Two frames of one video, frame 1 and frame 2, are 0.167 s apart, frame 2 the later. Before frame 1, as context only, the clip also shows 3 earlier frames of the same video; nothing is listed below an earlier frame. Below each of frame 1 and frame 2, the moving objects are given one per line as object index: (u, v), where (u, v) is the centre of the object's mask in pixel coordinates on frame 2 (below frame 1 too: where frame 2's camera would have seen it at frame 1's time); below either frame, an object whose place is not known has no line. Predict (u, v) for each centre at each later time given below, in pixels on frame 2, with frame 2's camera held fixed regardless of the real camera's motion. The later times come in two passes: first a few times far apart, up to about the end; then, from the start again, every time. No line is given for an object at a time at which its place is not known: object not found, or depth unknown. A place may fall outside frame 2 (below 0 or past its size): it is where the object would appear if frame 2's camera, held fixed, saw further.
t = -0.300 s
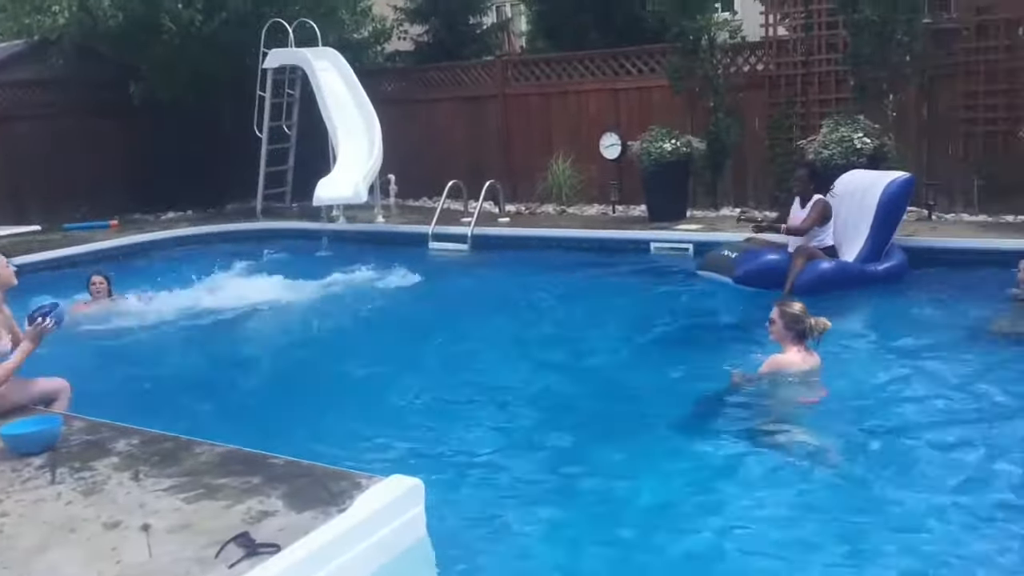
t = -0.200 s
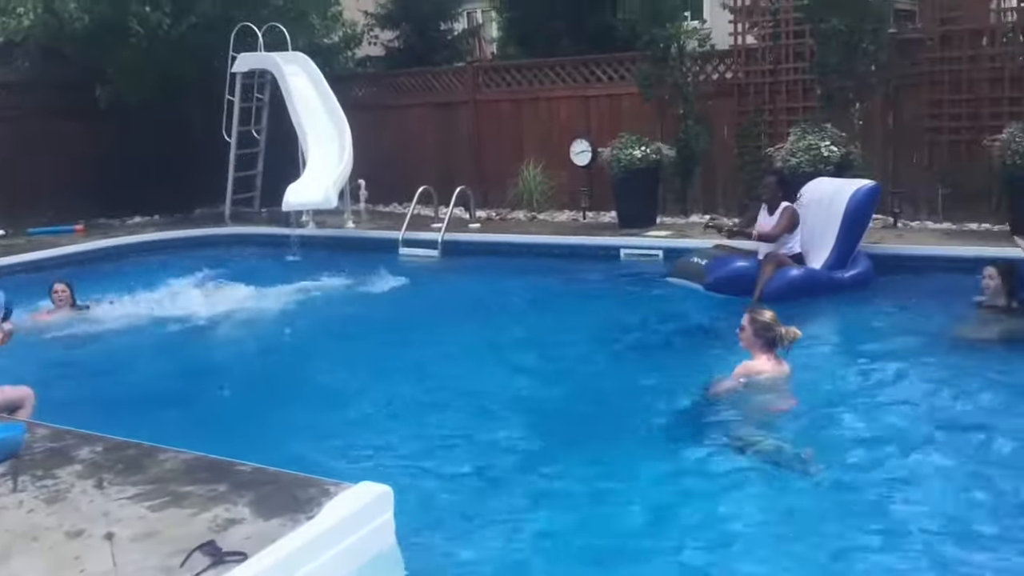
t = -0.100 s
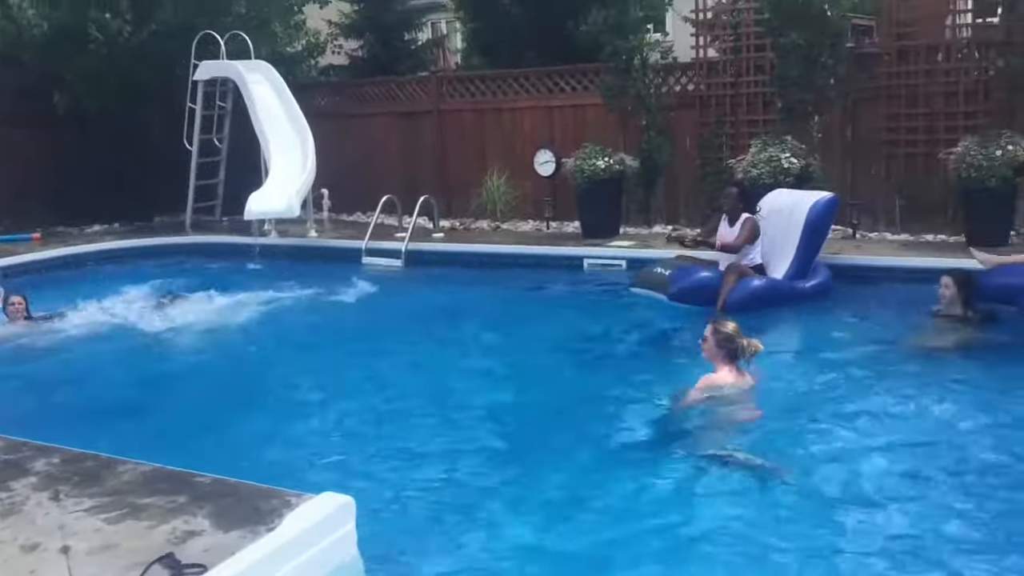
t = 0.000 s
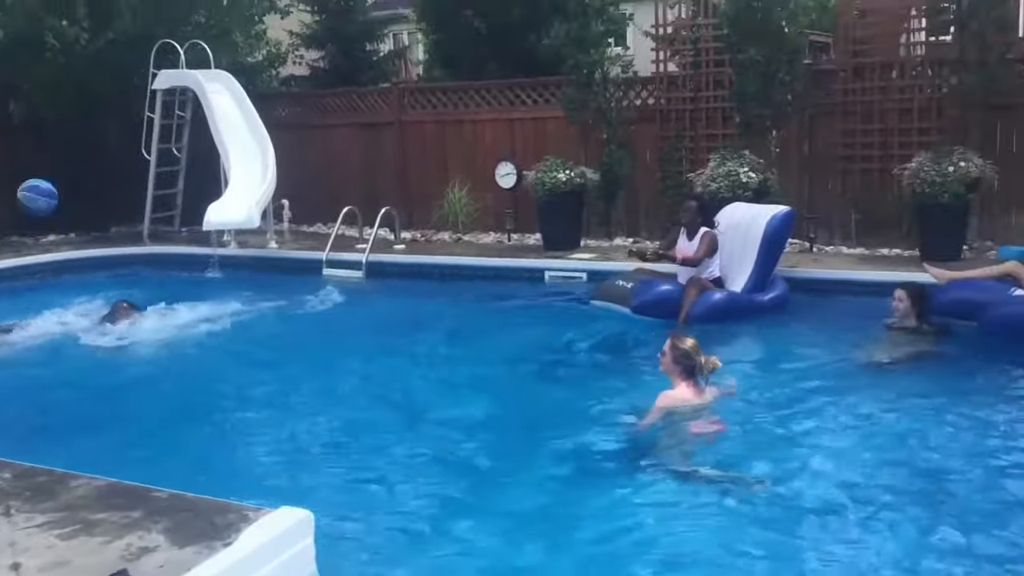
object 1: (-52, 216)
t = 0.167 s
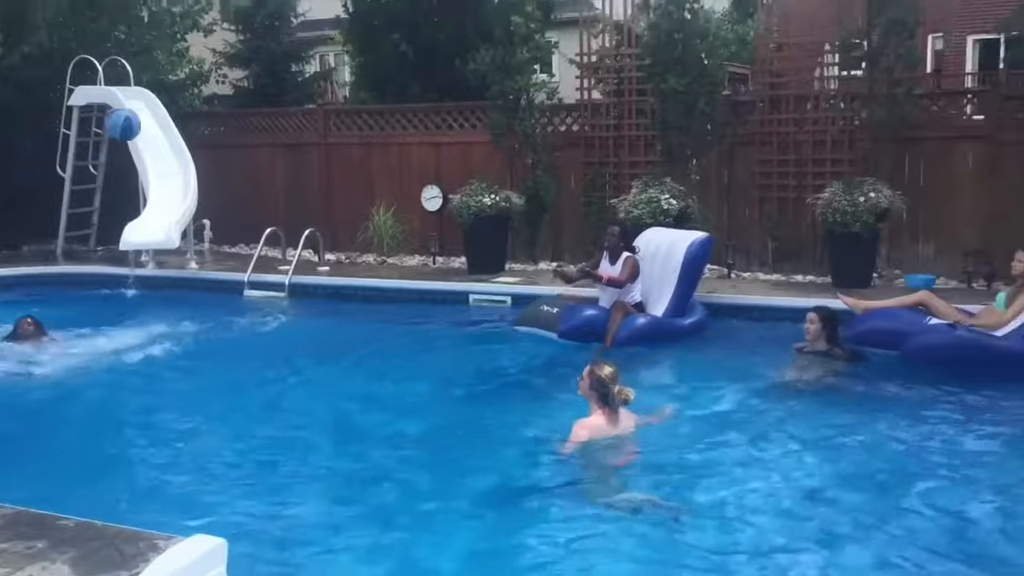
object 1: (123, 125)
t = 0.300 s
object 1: (238, 98)
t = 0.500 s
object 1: (391, 117)
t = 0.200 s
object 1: (152, 114)
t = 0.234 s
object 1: (182, 106)
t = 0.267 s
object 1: (210, 101)
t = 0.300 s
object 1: (238, 98)
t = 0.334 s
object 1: (264, 96)
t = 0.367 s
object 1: (292, 97)
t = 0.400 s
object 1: (318, 99)
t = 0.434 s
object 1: (343, 104)
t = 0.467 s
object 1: (367, 110)
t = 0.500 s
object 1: (391, 117)
